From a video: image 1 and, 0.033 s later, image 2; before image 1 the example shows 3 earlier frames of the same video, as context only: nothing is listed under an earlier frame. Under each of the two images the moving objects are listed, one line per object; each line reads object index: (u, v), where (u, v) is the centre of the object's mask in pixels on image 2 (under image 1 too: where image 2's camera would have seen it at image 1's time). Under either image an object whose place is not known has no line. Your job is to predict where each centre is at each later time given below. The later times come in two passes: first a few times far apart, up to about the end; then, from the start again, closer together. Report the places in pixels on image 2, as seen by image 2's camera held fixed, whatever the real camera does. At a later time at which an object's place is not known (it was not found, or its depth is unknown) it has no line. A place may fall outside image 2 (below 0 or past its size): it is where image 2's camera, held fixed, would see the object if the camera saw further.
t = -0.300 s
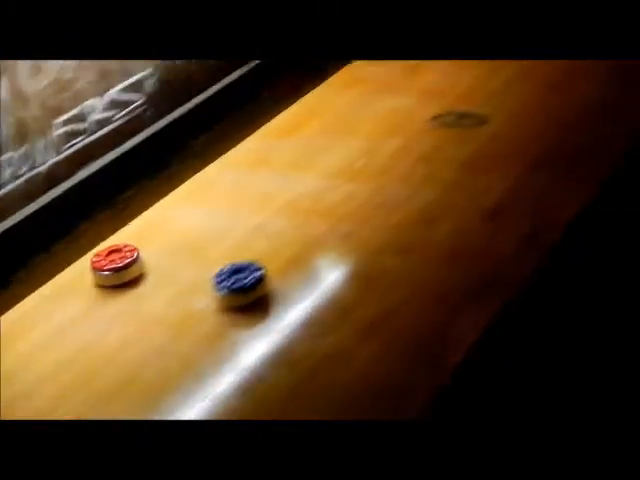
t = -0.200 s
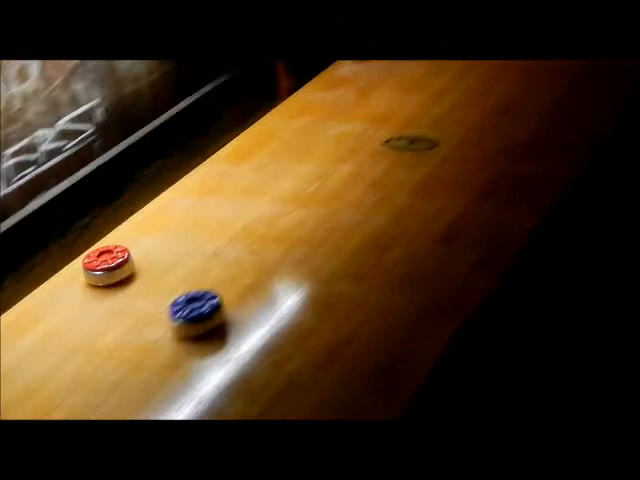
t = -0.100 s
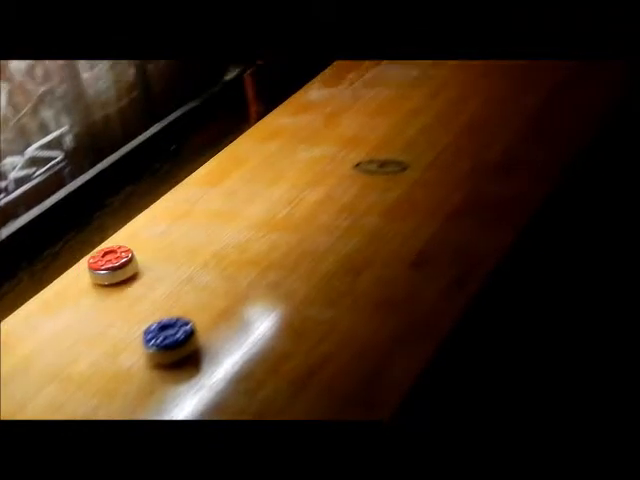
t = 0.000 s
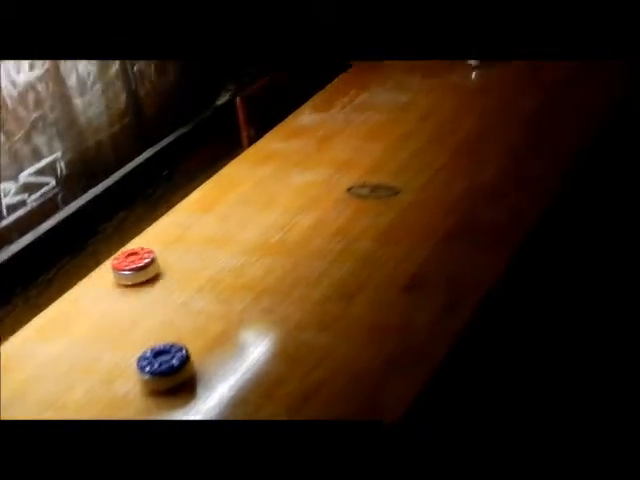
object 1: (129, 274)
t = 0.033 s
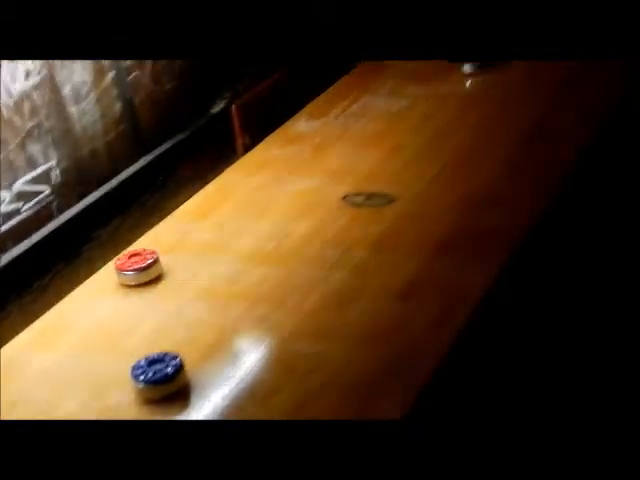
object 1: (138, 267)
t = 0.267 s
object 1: (189, 221)
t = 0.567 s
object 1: (237, 178)
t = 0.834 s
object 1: (267, 150)
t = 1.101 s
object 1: (289, 130)
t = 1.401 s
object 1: (303, 117)
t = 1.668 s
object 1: (307, 114)
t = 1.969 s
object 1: (307, 114)
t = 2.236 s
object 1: (307, 113)
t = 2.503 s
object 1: (307, 113)
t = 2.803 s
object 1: (306, 113)
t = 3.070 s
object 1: (306, 113)
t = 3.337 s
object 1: (306, 113)
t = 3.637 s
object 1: (306, 113)
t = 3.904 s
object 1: (306, 113)
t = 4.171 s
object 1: (306, 113)
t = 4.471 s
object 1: (306, 113)
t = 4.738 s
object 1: (306, 113)
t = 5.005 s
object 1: (306, 113)
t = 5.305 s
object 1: (306, 113)
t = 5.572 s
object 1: (306, 113)
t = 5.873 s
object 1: (305, 113)
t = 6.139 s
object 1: (306, 113)
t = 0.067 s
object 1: (147, 260)
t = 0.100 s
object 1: (155, 252)
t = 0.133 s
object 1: (162, 245)
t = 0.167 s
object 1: (169, 239)
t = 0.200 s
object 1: (176, 233)
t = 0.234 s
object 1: (182, 227)
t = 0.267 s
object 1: (189, 221)
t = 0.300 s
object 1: (195, 216)
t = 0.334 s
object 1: (202, 210)
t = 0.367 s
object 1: (207, 205)
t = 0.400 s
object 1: (213, 200)
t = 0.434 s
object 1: (219, 195)
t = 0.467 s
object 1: (224, 190)
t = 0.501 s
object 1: (229, 186)
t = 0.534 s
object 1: (233, 182)
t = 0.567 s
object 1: (237, 178)
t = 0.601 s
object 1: (242, 173)
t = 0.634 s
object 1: (246, 170)
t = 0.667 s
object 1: (250, 166)
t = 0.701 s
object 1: (254, 162)
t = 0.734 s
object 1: (258, 159)
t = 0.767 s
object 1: (261, 156)
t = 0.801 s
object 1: (264, 153)
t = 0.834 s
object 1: (267, 150)
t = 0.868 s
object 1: (271, 147)
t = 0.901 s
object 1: (275, 144)
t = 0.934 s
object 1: (277, 141)
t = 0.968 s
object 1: (280, 139)
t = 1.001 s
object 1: (282, 137)
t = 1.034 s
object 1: (285, 134)
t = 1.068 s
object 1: (287, 132)
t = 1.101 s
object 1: (289, 130)
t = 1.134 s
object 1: (291, 128)
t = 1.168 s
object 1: (293, 127)
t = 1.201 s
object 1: (295, 125)
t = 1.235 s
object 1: (296, 123)
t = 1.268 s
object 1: (298, 122)
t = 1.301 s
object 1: (299, 121)
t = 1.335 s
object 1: (301, 120)
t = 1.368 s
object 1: (302, 119)
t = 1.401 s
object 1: (303, 117)
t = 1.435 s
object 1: (304, 117)
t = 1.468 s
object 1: (305, 116)
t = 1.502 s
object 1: (305, 115)
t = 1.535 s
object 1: (306, 114)
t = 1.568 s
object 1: (307, 114)
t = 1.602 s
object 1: (307, 114)
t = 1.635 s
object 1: (307, 113)
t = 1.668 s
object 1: (307, 114)
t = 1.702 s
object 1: (307, 113)
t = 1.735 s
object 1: (307, 113)
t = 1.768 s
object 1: (307, 113)
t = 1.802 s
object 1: (307, 113)
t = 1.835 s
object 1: (307, 113)
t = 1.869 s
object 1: (307, 113)
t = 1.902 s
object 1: (307, 114)
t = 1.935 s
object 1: (307, 114)
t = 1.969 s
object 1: (307, 114)
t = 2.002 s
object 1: (307, 114)
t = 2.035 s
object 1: (307, 114)
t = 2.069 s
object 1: (307, 114)
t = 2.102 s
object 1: (307, 114)
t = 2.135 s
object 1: (307, 114)
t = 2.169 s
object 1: (307, 113)
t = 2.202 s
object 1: (307, 113)
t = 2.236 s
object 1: (307, 113)
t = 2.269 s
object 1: (307, 113)
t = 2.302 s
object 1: (306, 113)
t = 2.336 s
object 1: (307, 113)
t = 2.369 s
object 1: (307, 113)
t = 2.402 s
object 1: (307, 113)
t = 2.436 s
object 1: (307, 113)
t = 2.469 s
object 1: (307, 113)
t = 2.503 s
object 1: (307, 113)
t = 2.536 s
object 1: (307, 113)
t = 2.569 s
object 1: (307, 113)
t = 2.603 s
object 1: (307, 113)
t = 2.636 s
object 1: (307, 113)
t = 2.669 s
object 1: (306, 113)
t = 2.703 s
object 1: (306, 113)
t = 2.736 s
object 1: (306, 113)
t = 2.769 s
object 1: (306, 113)
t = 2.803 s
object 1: (306, 113)
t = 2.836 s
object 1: (306, 113)
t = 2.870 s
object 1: (306, 113)
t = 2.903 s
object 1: (306, 113)
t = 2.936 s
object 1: (306, 113)
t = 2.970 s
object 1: (306, 113)
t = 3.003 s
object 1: (306, 113)
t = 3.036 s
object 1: (306, 113)
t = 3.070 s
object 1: (306, 113)
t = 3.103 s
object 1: (306, 113)
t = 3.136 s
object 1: (306, 113)
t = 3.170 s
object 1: (306, 113)
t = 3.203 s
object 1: (306, 113)
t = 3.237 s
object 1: (306, 113)
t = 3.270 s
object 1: (306, 113)
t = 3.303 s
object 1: (306, 113)
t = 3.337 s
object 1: (306, 113)
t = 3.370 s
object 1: (306, 113)
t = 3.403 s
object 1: (307, 113)
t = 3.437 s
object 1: (307, 113)
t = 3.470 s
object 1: (306, 113)
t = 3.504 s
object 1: (306, 113)
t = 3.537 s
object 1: (306, 113)
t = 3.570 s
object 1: (306, 113)
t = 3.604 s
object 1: (306, 113)
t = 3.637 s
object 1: (306, 113)
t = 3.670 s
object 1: (306, 113)
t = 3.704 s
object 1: (307, 113)
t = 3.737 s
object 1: (306, 113)
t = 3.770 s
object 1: (306, 113)
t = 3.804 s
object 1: (306, 113)
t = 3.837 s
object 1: (306, 113)
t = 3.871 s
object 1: (306, 113)
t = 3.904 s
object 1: (306, 113)
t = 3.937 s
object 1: (306, 113)
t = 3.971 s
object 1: (306, 113)
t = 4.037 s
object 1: (306, 113)
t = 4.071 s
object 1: (306, 113)
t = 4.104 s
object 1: (306, 113)
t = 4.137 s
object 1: (306, 113)
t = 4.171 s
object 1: (306, 113)
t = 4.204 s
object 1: (306, 113)
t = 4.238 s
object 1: (306, 113)
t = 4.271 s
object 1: (306, 113)
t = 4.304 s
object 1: (306, 113)
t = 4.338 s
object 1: (306, 113)
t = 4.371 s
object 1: (306, 113)
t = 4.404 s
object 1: (306, 113)
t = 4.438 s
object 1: (306, 113)
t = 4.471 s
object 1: (306, 113)
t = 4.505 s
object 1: (306, 113)
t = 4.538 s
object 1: (306, 113)
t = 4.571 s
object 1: (306, 113)
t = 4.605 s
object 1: (306, 113)
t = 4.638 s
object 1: (306, 113)
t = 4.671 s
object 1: (306, 113)
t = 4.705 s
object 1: (306, 113)
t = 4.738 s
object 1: (306, 113)
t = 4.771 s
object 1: (306, 113)
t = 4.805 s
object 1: (306, 113)
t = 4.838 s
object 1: (306, 113)
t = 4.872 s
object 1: (306, 113)
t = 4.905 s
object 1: (306, 113)
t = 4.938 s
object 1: (306, 113)
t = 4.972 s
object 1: (306, 113)
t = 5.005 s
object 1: (306, 113)
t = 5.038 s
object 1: (306, 113)
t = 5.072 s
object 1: (306, 113)
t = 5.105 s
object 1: (306, 113)
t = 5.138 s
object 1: (306, 113)
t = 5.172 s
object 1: (306, 113)
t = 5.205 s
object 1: (306, 113)
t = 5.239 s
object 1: (306, 113)
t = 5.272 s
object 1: (306, 113)
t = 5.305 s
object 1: (306, 113)
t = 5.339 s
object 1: (306, 113)
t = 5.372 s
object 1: (306, 113)
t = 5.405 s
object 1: (306, 113)
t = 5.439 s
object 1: (306, 113)
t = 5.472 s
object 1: (306, 113)
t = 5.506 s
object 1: (306, 113)
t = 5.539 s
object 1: (306, 113)
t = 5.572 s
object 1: (306, 113)
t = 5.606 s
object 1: (306, 113)
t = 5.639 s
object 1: (306, 113)
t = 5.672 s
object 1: (306, 113)
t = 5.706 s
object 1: (305, 113)
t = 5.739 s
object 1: (305, 113)
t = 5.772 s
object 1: (305, 113)
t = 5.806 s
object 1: (305, 113)
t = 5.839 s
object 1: (306, 113)
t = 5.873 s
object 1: (305, 113)
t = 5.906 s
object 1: (305, 113)
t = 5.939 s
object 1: (306, 113)
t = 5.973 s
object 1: (306, 113)
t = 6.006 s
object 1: (306, 113)
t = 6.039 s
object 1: (306, 113)
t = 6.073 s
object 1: (306, 113)
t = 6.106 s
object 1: (306, 113)
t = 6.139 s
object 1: (306, 113)
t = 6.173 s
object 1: (306, 113)
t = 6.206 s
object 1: (306, 113)
